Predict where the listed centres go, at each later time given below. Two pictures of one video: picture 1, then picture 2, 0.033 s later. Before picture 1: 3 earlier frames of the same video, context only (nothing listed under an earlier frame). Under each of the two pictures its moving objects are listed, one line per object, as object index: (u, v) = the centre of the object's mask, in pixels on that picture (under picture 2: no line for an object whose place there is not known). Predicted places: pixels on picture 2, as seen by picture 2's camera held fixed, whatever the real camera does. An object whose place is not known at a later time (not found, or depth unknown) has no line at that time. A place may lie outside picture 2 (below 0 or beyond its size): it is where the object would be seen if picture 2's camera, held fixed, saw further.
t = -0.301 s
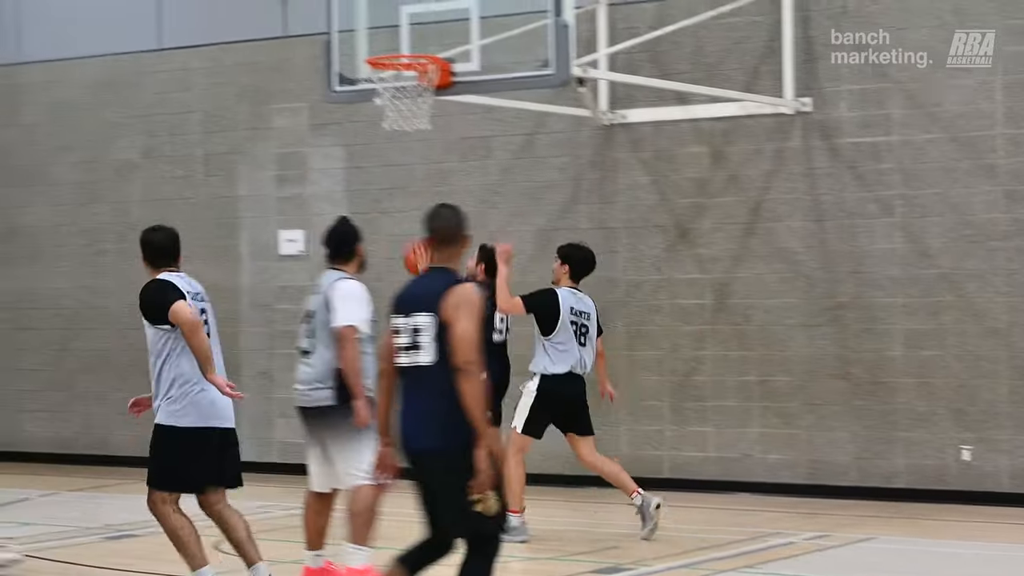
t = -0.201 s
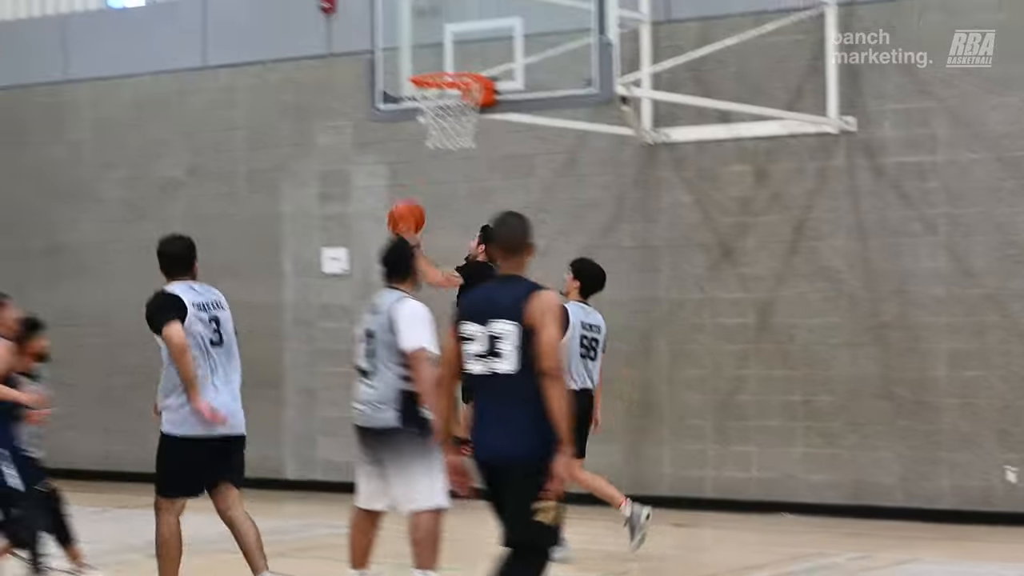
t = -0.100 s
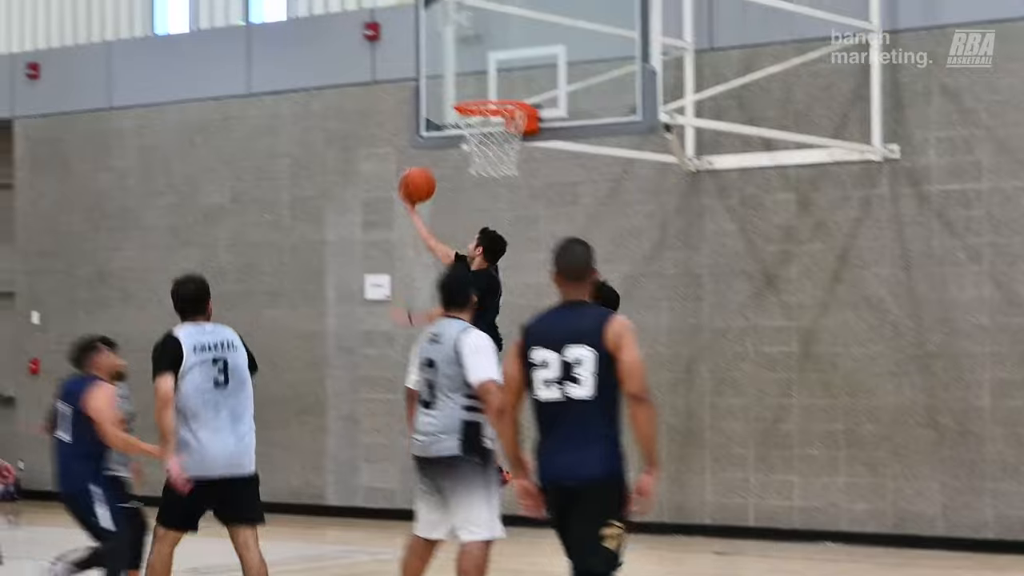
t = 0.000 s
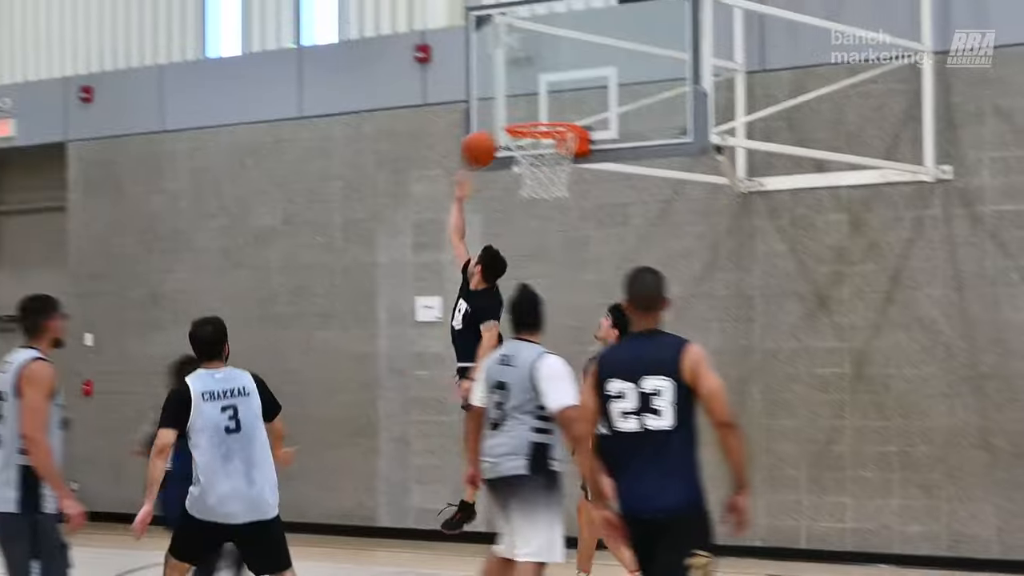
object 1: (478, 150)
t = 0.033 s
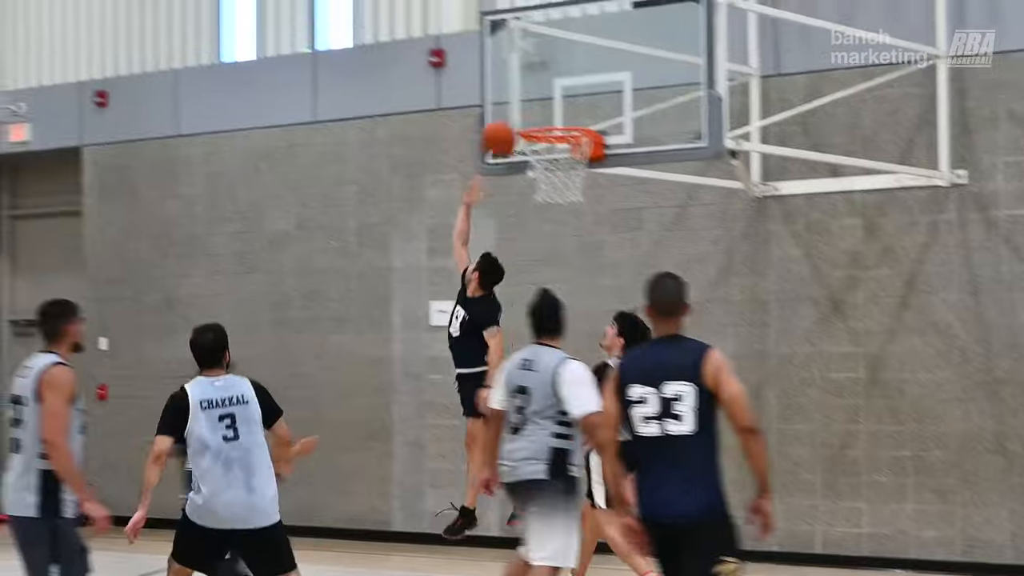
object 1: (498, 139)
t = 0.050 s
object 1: (501, 131)
